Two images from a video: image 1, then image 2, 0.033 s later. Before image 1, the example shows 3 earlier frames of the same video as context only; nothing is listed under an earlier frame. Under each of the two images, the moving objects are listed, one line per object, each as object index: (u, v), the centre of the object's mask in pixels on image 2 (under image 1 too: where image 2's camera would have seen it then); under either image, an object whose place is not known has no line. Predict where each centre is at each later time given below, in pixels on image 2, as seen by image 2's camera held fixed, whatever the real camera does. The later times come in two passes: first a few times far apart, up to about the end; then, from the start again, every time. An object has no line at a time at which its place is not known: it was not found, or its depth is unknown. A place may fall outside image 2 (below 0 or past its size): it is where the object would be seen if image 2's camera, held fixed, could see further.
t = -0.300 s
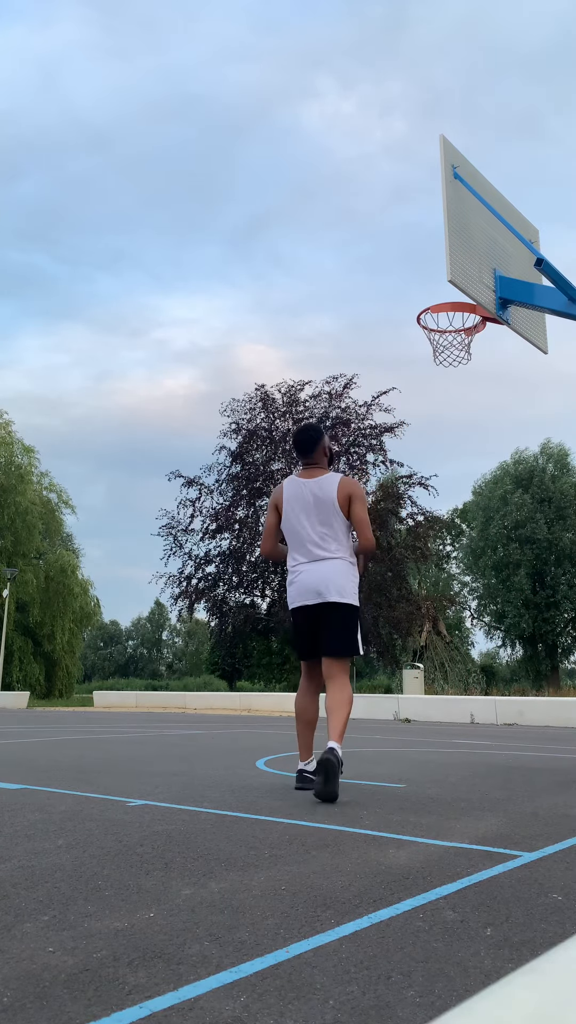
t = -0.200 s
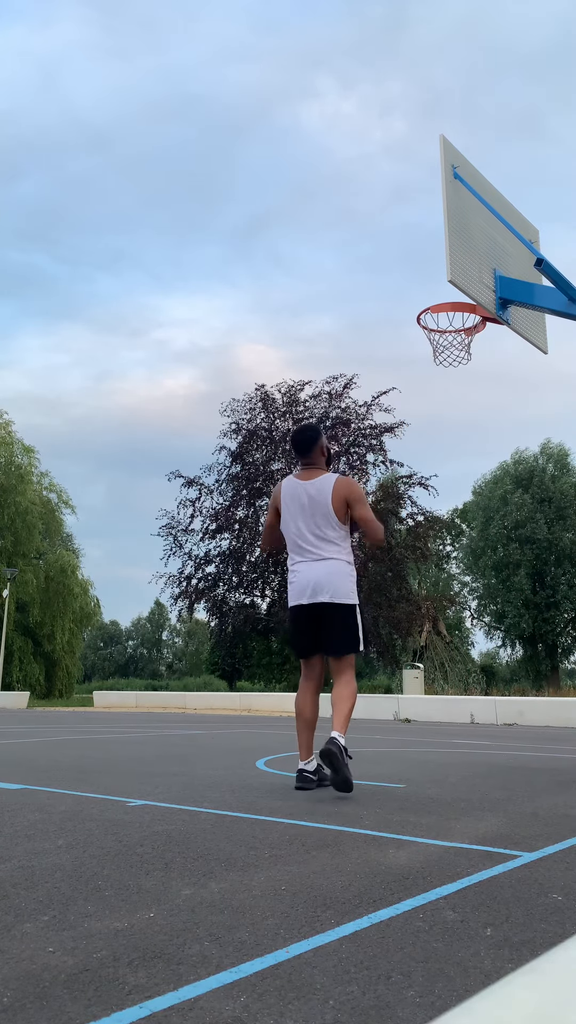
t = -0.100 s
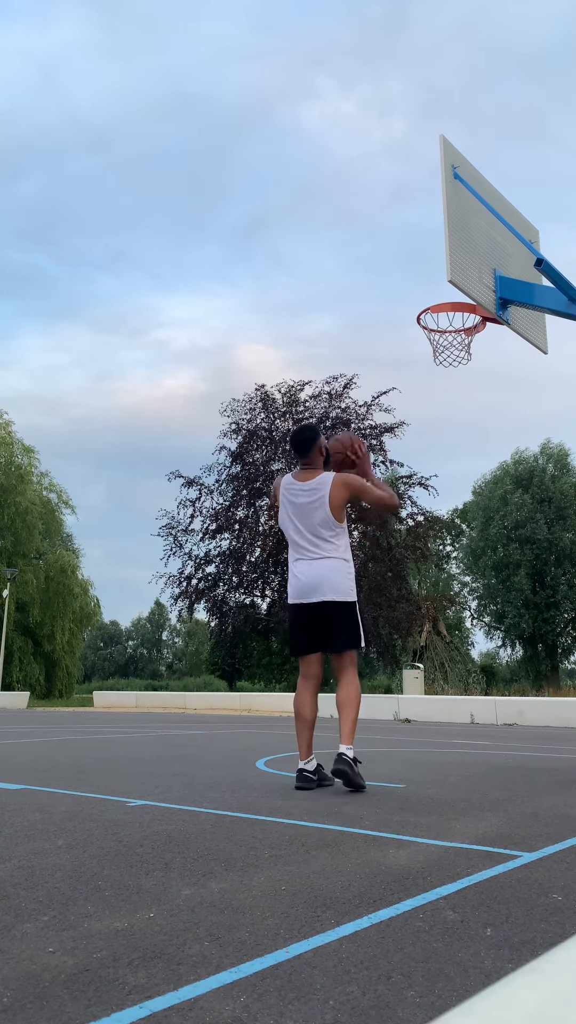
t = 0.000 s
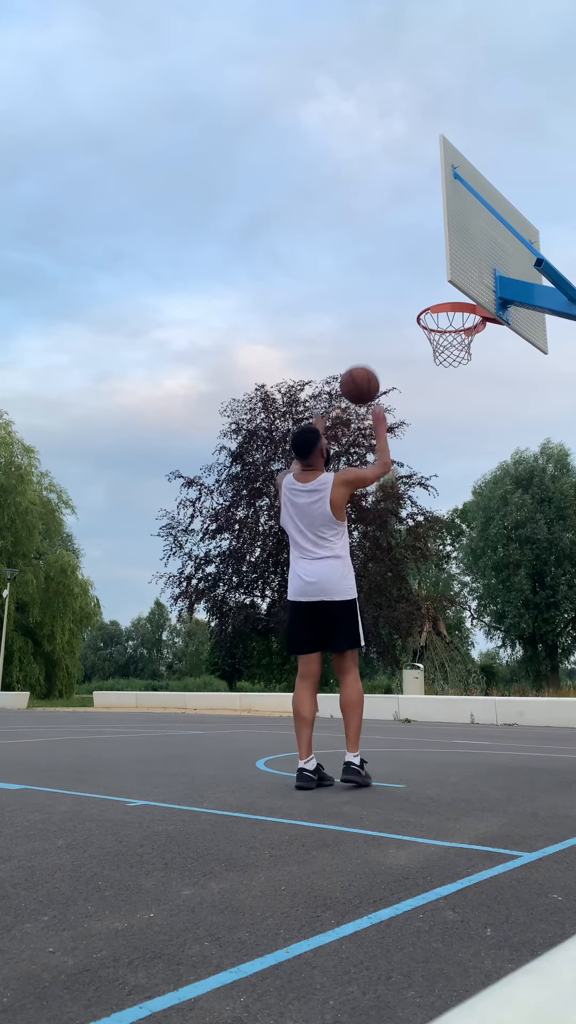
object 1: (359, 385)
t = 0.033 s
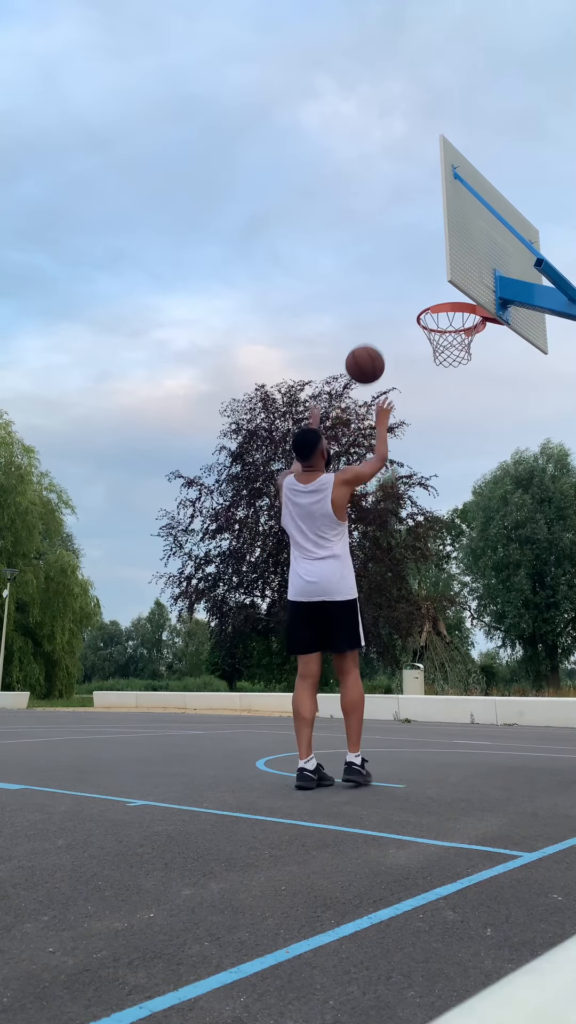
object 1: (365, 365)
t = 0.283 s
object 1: (401, 276)
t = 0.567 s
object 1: (436, 286)
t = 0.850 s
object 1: (458, 364)
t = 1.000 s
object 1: (460, 428)
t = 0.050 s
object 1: (367, 355)
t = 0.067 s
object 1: (370, 346)
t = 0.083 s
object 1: (373, 338)
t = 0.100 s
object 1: (375, 330)
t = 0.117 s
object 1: (378, 323)
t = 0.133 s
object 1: (380, 316)
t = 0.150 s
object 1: (383, 310)
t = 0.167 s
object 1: (385, 304)
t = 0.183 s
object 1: (388, 299)
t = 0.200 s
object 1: (390, 294)
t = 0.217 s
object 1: (392, 290)
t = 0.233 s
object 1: (394, 286)
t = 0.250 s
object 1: (397, 282)
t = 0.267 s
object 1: (399, 279)
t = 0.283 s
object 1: (401, 276)
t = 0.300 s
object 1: (404, 274)
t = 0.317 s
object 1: (406, 272)
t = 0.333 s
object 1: (408, 270)
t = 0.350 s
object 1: (410, 269)
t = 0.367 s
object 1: (412, 268)
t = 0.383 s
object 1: (414, 268)
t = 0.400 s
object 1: (416, 268)
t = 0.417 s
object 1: (419, 268)
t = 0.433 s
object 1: (421, 269)
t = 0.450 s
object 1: (423, 270)
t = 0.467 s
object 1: (425, 271)
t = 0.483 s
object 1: (427, 273)
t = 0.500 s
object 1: (429, 275)
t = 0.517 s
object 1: (431, 277)
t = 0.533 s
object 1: (433, 280)
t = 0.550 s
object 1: (434, 283)
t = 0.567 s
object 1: (436, 286)
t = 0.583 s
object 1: (438, 289)
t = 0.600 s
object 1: (440, 292)
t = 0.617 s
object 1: (443, 294)
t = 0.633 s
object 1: (445, 299)
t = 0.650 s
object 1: (447, 298)
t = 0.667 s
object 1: (449, 315)
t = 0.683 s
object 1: (451, 322)
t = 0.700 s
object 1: (453, 325)
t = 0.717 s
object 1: (455, 329)
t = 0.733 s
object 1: (455, 334)
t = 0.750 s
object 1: (456, 339)
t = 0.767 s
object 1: (457, 342)
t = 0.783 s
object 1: (457, 347)
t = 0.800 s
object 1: (457, 350)
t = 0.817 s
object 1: (457, 354)
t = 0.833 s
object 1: (457, 359)
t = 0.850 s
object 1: (458, 364)
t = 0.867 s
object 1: (458, 370)
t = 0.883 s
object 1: (458, 376)
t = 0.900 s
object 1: (458, 382)
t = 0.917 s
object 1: (458, 388)
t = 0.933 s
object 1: (459, 395)
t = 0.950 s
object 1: (459, 403)
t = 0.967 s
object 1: (459, 410)
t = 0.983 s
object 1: (460, 419)
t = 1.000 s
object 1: (460, 428)
